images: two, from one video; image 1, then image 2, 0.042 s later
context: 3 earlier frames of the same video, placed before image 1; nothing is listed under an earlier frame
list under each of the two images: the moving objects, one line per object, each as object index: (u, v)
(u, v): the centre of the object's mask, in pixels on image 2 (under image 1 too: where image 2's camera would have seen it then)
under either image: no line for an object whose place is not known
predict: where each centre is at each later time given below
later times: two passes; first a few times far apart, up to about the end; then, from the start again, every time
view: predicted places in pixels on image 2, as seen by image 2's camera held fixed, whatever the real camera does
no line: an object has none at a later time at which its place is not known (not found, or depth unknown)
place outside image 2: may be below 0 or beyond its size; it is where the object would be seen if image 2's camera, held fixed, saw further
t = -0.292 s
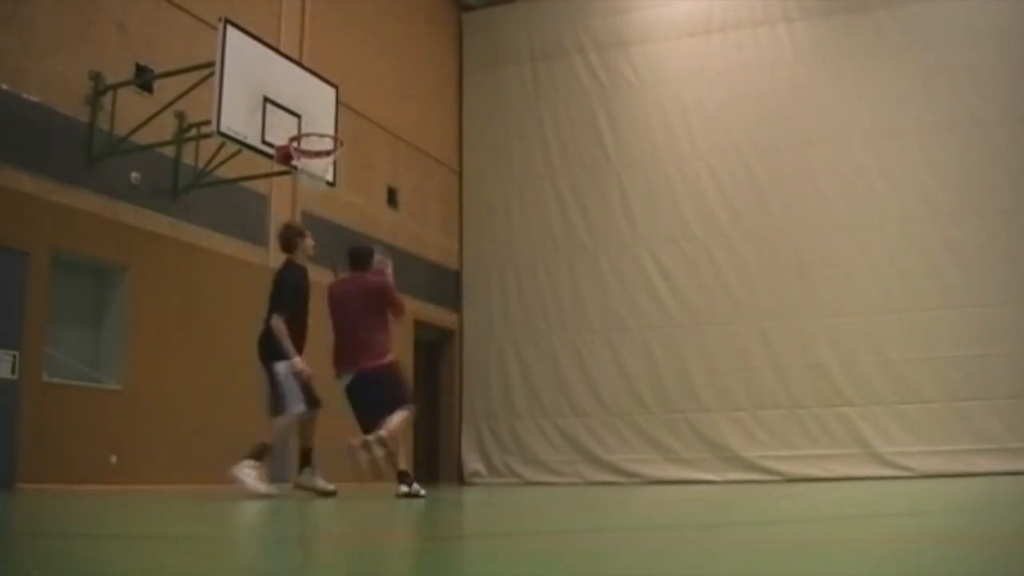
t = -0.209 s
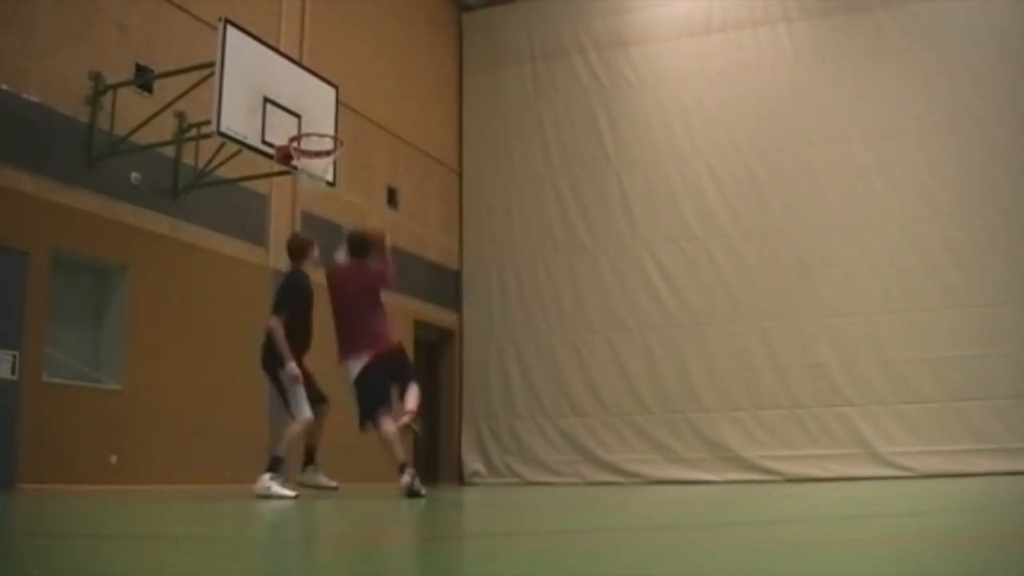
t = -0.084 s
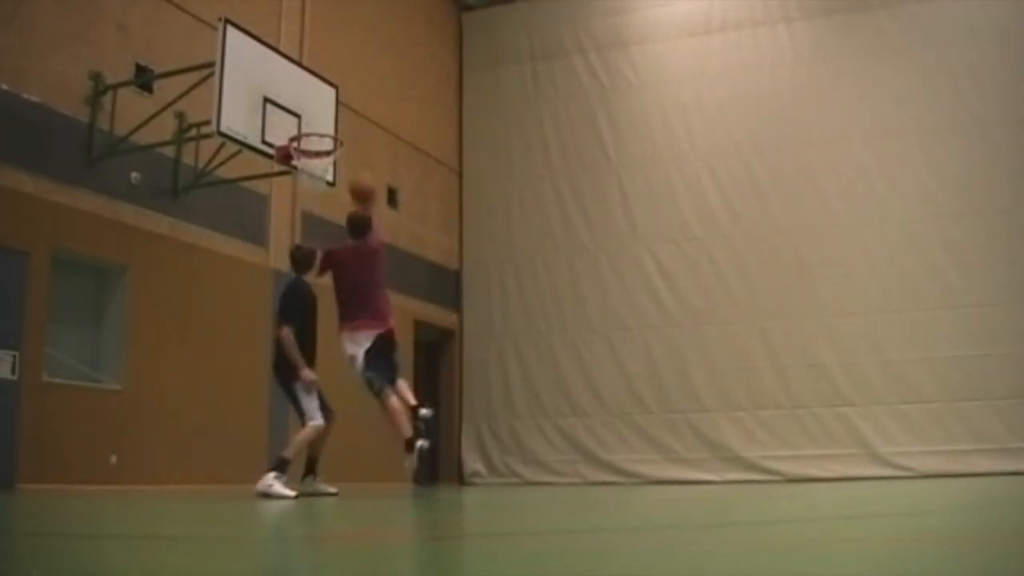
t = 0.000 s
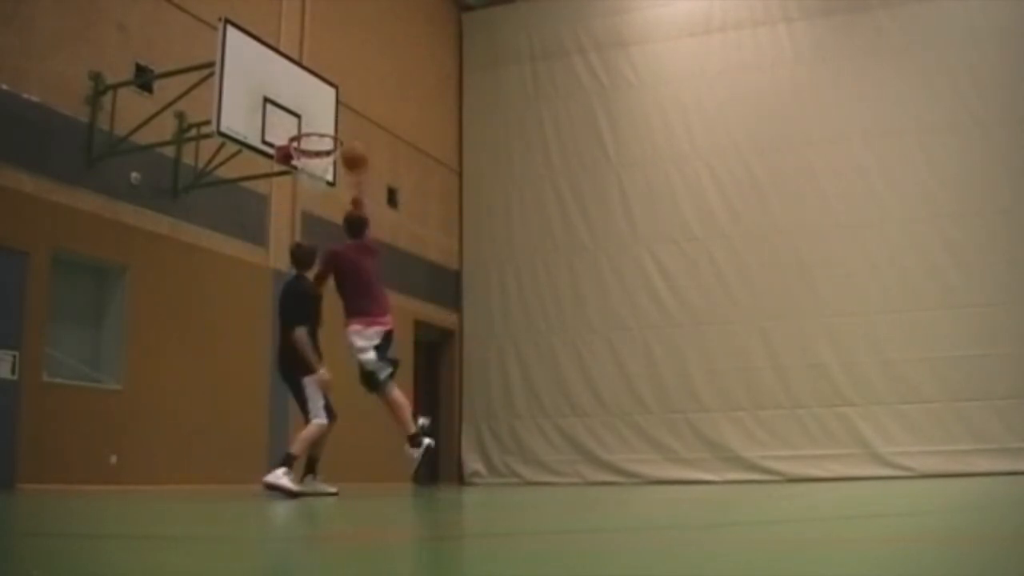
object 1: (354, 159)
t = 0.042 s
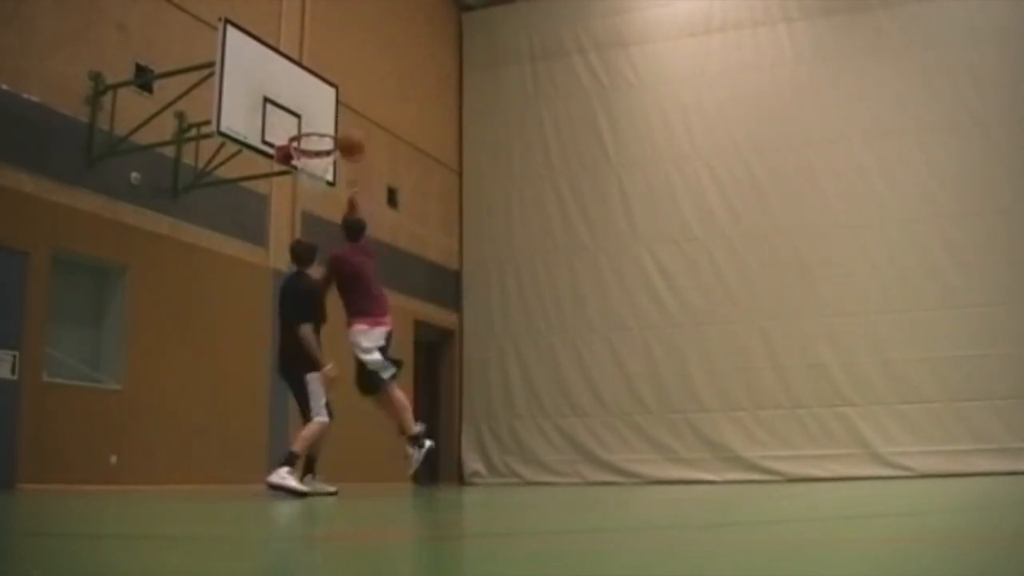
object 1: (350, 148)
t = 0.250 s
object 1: (329, 109)
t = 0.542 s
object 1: (302, 136)
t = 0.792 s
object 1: (317, 133)
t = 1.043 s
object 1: (308, 165)
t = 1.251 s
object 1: (313, 191)
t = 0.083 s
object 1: (346, 135)
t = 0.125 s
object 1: (342, 126)
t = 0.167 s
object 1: (338, 117)
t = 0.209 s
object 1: (334, 111)
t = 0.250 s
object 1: (329, 109)
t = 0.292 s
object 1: (325, 108)
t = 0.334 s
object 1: (321, 108)
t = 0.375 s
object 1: (317, 111)
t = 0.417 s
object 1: (313, 114)
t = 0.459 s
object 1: (308, 120)
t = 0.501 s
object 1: (304, 126)
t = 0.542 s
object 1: (302, 136)
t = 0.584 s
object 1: (310, 135)
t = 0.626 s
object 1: (319, 137)
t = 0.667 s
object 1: (325, 140)
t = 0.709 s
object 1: (325, 139)
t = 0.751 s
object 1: (320, 134)
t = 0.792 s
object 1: (317, 133)
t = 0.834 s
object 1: (313, 135)
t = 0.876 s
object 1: (311, 139)
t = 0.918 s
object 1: (310, 145)
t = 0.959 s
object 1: (308, 148)
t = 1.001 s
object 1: (307, 155)
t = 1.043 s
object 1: (308, 165)
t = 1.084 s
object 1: (310, 173)
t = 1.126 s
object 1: (309, 177)
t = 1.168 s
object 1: (310, 180)
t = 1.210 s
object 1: (312, 186)
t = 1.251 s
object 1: (313, 191)
